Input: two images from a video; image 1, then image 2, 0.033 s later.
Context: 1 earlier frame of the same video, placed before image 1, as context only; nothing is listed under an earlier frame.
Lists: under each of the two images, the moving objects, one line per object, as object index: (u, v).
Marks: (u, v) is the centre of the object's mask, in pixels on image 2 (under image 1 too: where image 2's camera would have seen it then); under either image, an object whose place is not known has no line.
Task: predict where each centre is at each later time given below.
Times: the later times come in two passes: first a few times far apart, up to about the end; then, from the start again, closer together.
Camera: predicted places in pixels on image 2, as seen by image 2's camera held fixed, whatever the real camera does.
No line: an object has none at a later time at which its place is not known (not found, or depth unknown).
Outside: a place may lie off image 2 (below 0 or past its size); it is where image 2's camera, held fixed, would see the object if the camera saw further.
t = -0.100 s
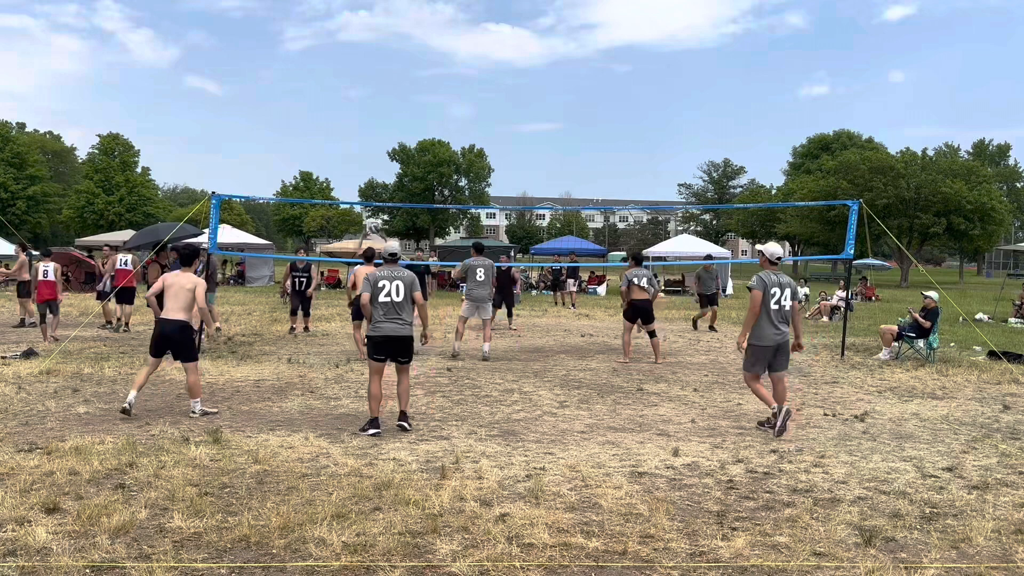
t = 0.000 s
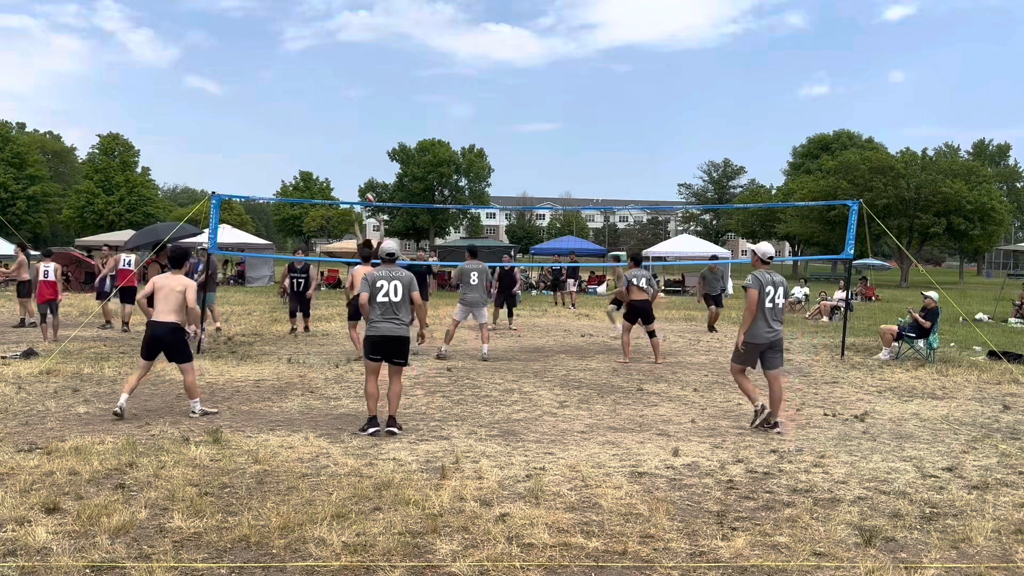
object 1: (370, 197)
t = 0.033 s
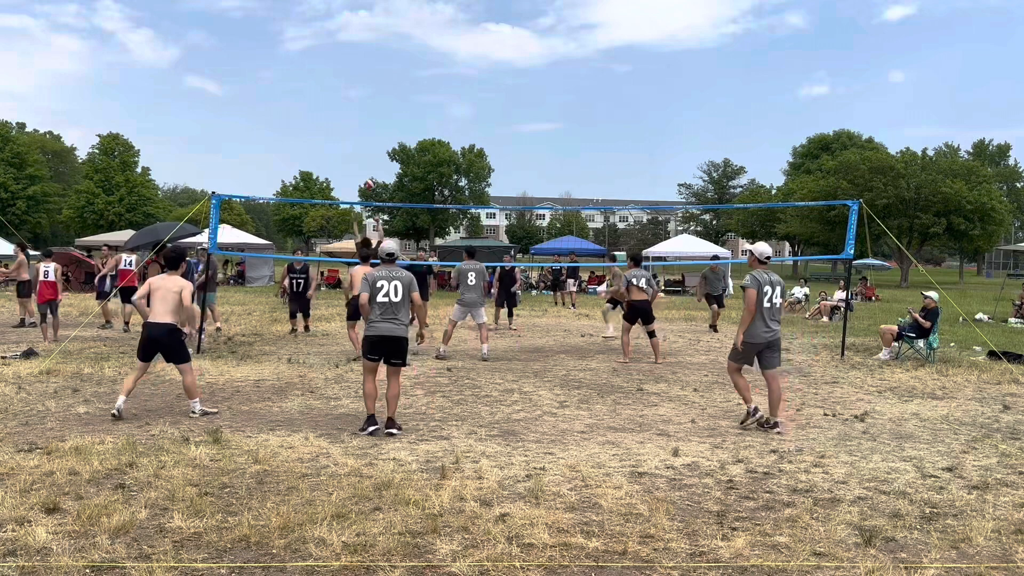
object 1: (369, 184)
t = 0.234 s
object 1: (366, 114)
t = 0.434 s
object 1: (362, 69)
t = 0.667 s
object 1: (358, 46)
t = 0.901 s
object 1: (354, 54)
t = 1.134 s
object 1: (349, 92)
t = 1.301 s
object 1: (346, 136)
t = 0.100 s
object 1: (369, 159)
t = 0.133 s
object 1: (368, 147)
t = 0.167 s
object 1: (368, 135)
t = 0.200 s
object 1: (367, 124)
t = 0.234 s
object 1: (366, 114)
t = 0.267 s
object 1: (366, 105)
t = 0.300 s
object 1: (365, 96)
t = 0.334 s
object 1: (364, 89)
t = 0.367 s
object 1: (364, 81)
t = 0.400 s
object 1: (363, 75)
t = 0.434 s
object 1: (362, 69)
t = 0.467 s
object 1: (362, 63)
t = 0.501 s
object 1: (361, 59)
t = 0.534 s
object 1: (360, 55)
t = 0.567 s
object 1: (360, 52)
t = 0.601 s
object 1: (359, 49)
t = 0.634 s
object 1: (359, 47)
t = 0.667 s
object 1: (358, 46)
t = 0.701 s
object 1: (357, 45)
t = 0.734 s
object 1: (357, 45)
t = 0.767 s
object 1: (356, 45)
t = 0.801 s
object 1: (355, 47)
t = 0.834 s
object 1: (355, 48)
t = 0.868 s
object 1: (354, 50)
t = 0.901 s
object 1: (354, 54)
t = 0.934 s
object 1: (353, 57)
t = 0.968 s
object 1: (352, 61)
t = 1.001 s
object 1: (352, 66)
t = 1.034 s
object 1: (351, 71)
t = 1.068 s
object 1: (351, 78)
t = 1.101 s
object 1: (350, 84)
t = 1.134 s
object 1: (349, 92)
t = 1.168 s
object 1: (349, 99)
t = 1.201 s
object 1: (348, 108)
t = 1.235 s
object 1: (347, 116)
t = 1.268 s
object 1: (347, 126)
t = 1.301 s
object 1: (346, 136)
